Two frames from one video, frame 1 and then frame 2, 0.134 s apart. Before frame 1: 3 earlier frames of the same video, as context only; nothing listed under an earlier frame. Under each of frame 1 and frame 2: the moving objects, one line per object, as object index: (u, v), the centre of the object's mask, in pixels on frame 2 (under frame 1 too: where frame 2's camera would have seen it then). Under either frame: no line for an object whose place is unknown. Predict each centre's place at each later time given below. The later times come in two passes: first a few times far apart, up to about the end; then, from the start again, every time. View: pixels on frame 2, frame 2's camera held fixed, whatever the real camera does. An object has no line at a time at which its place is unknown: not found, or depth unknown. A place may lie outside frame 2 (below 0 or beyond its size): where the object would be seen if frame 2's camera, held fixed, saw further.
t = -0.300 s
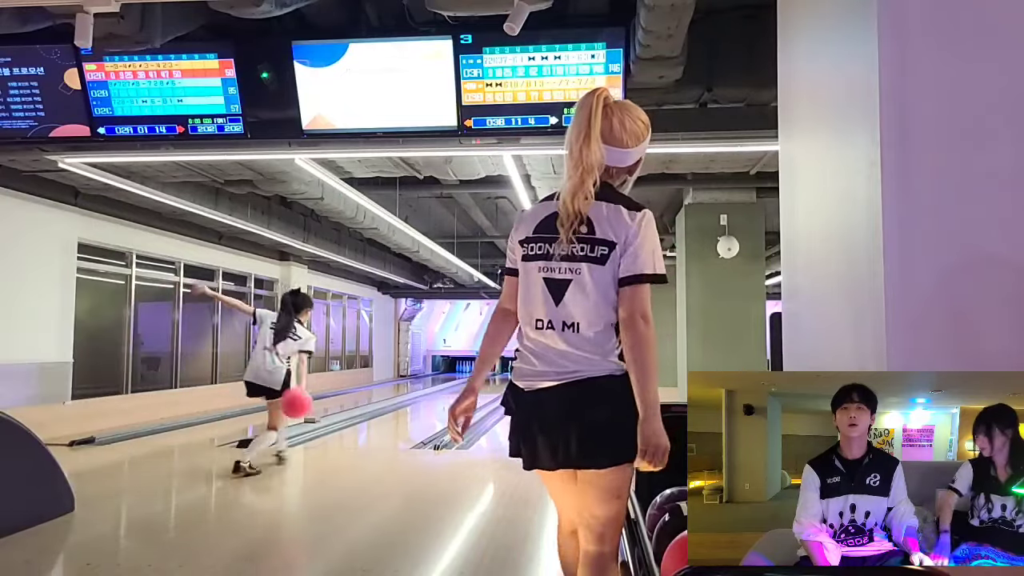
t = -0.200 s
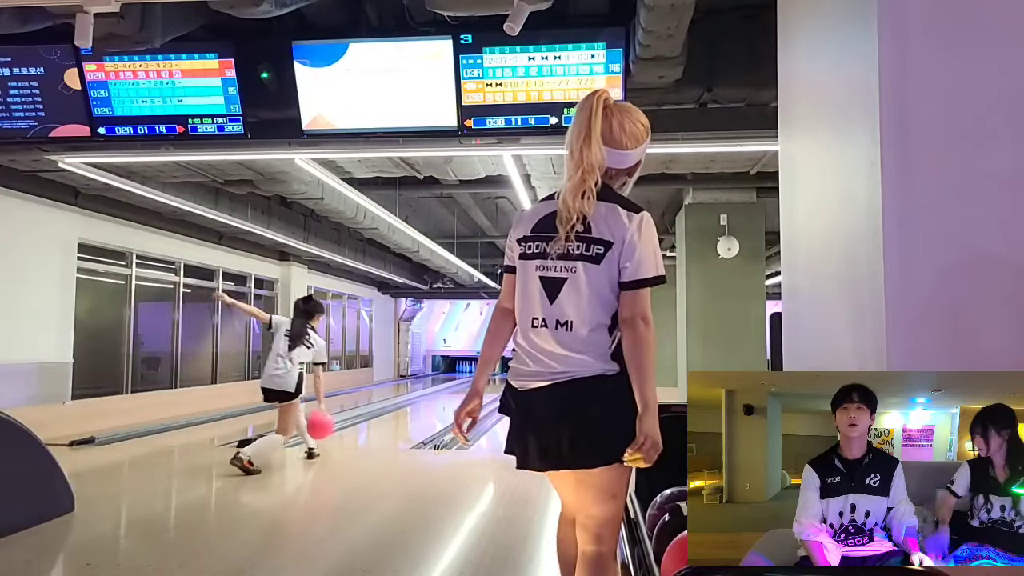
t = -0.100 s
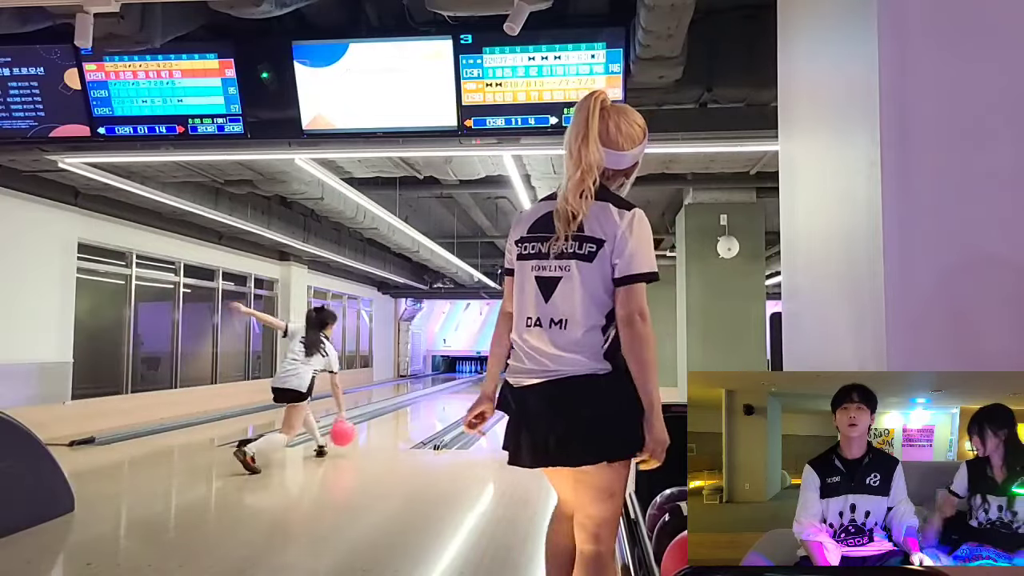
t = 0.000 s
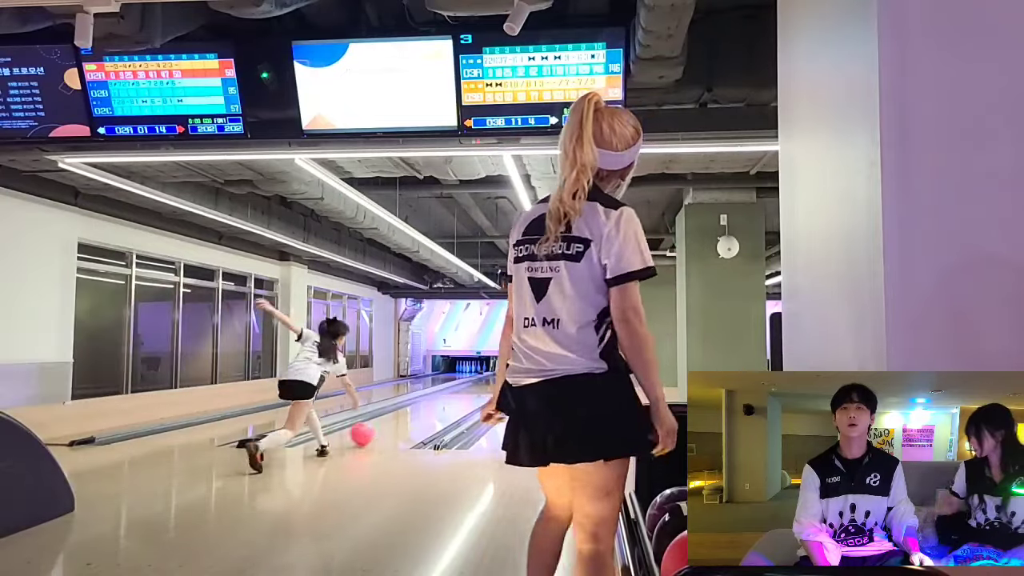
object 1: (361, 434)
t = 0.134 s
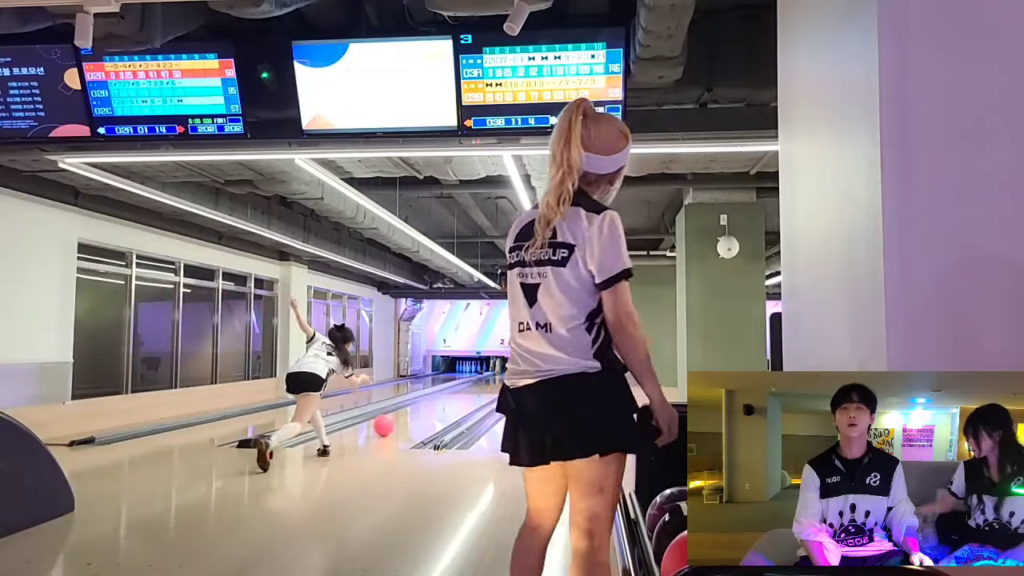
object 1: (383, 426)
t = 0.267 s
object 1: (402, 418)
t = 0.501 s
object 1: (425, 408)
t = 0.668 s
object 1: (437, 403)
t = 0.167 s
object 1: (388, 424)
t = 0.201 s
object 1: (392, 422)
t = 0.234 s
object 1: (397, 420)
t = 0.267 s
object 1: (402, 418)
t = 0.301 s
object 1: (405, 417)
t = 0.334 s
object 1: (408, 416)
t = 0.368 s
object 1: (412, 414)
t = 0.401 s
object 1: (415, 413)
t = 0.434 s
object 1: (419, 411)
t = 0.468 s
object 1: (422, 410)
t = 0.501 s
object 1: (425, 408)
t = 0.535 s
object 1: (428, 407)
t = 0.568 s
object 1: (431, 406)
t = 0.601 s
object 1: (434, 405)
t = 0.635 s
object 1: (436, 404)
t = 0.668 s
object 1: (437, 403)
